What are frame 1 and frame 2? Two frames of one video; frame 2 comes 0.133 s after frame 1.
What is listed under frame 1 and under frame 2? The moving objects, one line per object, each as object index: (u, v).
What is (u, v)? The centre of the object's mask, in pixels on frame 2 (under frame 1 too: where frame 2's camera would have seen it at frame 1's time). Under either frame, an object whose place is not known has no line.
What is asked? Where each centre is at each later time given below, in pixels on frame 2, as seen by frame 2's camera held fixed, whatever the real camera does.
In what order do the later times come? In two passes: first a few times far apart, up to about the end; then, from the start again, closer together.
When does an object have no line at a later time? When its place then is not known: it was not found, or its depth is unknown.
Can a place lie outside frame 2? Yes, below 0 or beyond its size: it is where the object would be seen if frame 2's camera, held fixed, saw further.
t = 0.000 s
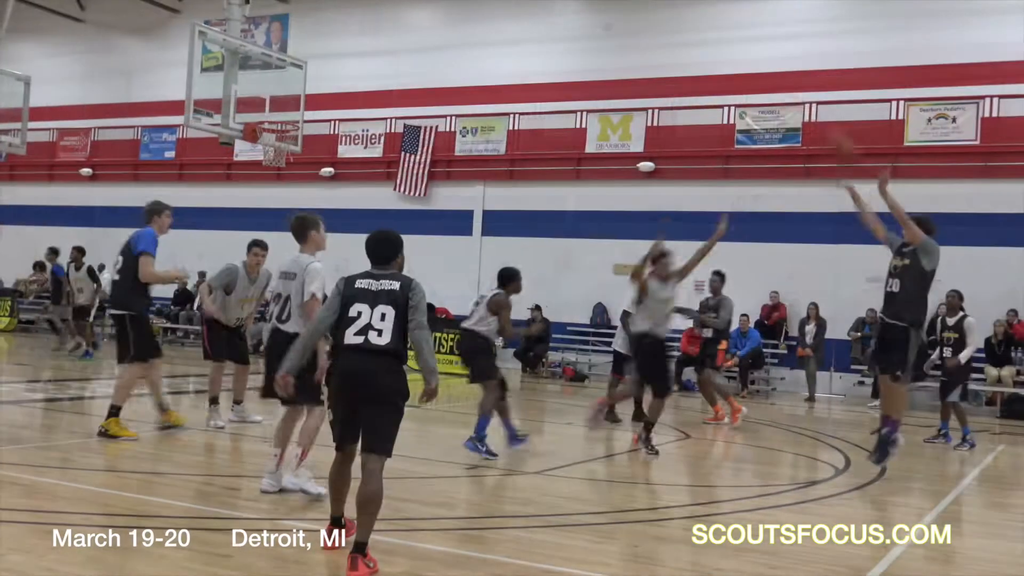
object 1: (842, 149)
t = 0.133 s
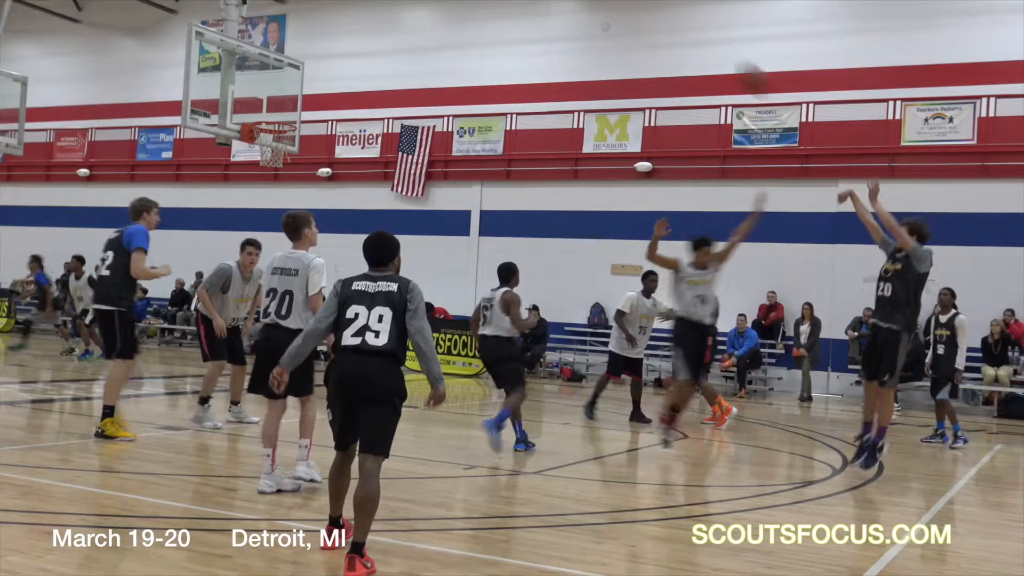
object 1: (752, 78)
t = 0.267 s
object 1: (673, 32)
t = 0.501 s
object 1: (544, 4)
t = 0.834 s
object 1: (382, 44)
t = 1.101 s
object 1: (278, 114)
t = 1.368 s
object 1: (284, 109)
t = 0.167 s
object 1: (731, 63)
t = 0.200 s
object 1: (713, 53)
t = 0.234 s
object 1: (693, 42)
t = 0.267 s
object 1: (673, 32)
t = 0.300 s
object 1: (654, 25)
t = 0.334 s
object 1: (635, 16)
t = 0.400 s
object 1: (599, 8)
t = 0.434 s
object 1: (581, 6)
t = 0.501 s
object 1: (544, 4)
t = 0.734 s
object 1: (429, 20)
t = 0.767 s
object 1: (413, 28)
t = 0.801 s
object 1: (397, 35)
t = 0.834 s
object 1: (382, 44)
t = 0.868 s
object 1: (367, 54)
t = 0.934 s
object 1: (337, 76)
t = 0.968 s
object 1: (323, 86)
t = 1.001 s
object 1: (308, 101)
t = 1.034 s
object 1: (293, 117)
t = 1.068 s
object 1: (286, 115)
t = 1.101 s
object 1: (278, 114)
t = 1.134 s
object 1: (270, 114)
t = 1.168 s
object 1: (263, 115)
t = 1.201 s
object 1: (258, 114)
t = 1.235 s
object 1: (261, 113)
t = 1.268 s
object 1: (267, 111)
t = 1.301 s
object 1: (272, 109)
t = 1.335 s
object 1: (276, 109)
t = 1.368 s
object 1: (284, 109)
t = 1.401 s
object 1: (289, 109)
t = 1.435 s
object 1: (295, 110)
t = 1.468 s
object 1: (300, 113)
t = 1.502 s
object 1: (305, 117)
